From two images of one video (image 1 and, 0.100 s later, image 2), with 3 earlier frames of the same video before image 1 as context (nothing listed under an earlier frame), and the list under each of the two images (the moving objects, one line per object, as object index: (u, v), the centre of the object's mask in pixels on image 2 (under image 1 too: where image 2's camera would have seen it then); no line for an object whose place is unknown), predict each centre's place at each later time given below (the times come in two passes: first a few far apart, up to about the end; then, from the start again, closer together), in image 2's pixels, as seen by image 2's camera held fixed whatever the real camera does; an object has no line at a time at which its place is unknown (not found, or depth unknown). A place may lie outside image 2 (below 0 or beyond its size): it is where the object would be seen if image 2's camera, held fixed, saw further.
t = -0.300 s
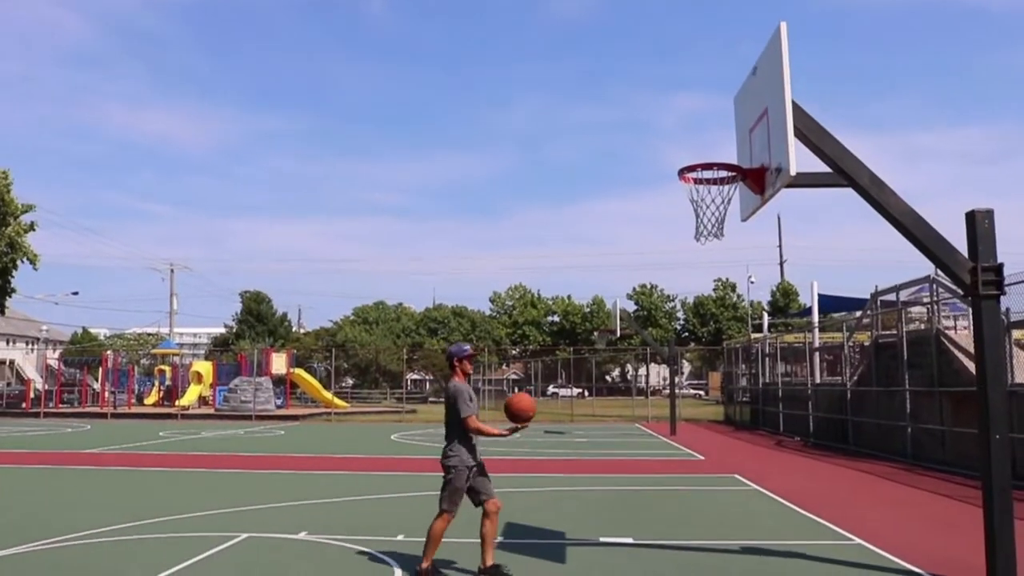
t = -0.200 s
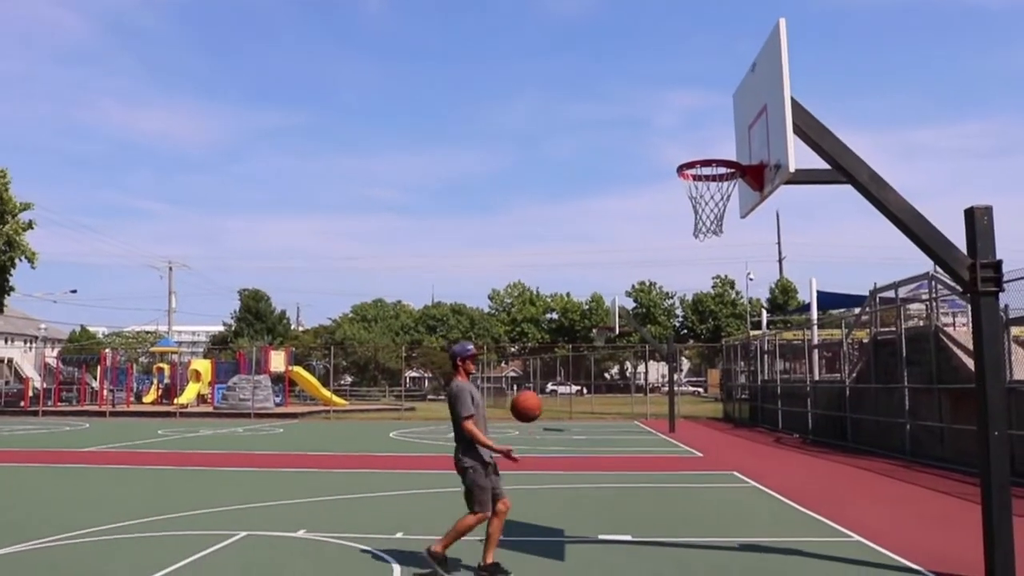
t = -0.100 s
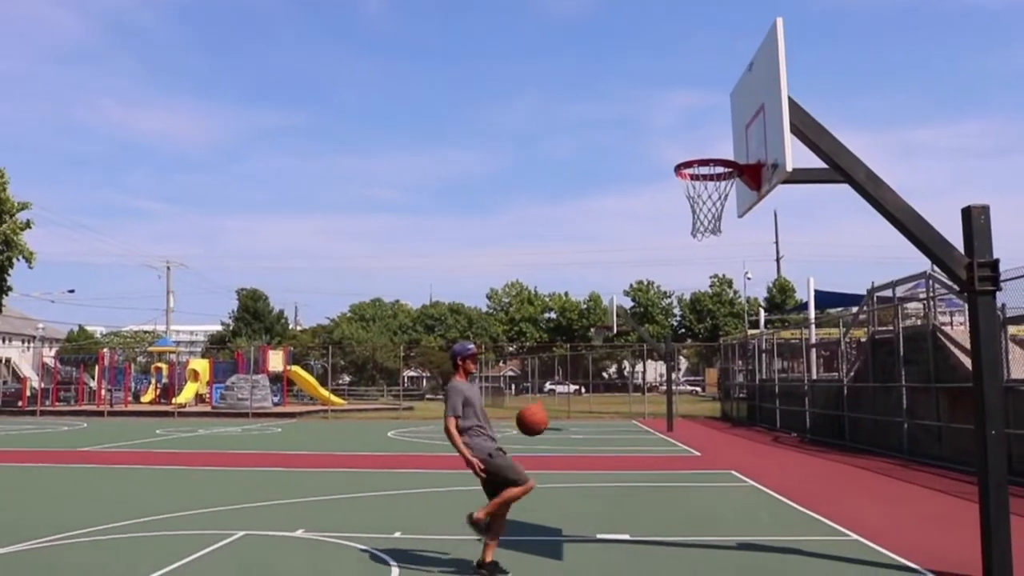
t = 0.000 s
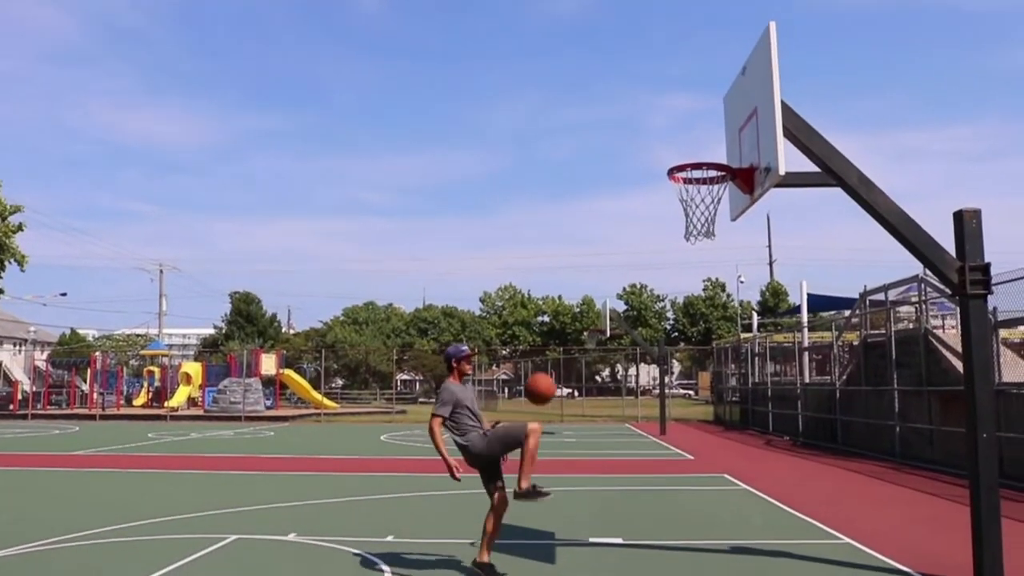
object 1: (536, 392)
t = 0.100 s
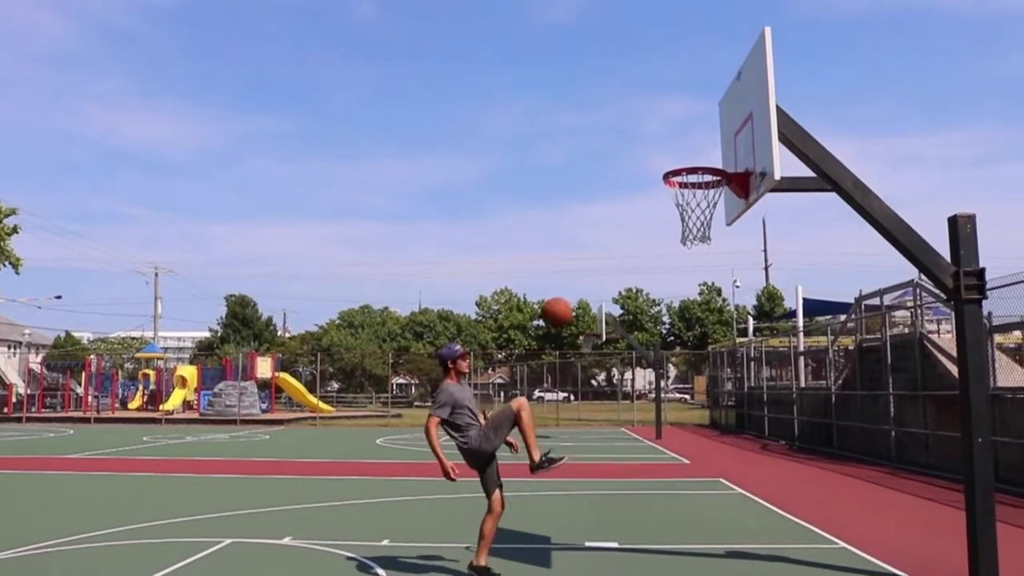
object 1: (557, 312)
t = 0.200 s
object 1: (577, 247)
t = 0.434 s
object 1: (624, 144)
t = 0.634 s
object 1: (666, 111)
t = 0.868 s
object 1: (716, 136)
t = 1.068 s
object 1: (700, 161)
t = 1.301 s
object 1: (708, 191)
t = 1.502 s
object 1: (722, 213)
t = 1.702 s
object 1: (714, 260)
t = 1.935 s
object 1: (704, 378)
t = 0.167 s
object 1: (570, 267)
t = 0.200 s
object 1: (577, 247)
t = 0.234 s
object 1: (584, 228)
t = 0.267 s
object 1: (590, 210)
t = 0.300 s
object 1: (597, 194)
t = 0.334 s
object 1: (604, 179)
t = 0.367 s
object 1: (611, 166)
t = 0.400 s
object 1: (618, 155)
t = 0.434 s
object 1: (624, 144)
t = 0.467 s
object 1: (631, 135)
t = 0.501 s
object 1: (638, 128)
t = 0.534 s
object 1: (645, 122)
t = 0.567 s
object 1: (652, 117)
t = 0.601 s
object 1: (659, 113)
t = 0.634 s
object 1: (666, 111)
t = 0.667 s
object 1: (673, 111)
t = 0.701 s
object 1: (680, 111)
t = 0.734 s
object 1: (688, 113)
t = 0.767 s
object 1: (695, 117)
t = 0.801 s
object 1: (702, 122)
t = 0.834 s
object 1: (709, 128)
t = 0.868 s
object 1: (716, 136)
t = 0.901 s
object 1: (724, 145)
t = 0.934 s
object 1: (727, 153)
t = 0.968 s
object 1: (721, 157)
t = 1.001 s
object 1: (715, 160)
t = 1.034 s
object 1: (708, 159)
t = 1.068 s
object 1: (700, 161)
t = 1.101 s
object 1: (693, 165)
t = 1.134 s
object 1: (686, 167)
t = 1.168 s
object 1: (678, 172)
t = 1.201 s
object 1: (686, 174)
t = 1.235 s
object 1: (693, 182)
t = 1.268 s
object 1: (700, 186)
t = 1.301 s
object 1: (708, 191)
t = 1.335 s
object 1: (715, 196)
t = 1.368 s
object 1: (719, 199)
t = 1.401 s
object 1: (721, 203)
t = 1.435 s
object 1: (723, 207)
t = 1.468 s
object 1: (723, 210)
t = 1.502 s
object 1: (722, 213)
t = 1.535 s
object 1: (722, 218)
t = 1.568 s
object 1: (720, 224)
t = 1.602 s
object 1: (719, 230)
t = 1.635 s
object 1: (718, 240)
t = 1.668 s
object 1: (715, 249)
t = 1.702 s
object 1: (714, 260)
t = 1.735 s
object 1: (712, 272)
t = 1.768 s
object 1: (710, 286)
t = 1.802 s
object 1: (709, 301)
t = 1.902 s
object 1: (704, 357)
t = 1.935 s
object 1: (704, 378)
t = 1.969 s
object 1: (702, 402)
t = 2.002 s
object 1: (701, 426)
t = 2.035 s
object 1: (700, 452)
